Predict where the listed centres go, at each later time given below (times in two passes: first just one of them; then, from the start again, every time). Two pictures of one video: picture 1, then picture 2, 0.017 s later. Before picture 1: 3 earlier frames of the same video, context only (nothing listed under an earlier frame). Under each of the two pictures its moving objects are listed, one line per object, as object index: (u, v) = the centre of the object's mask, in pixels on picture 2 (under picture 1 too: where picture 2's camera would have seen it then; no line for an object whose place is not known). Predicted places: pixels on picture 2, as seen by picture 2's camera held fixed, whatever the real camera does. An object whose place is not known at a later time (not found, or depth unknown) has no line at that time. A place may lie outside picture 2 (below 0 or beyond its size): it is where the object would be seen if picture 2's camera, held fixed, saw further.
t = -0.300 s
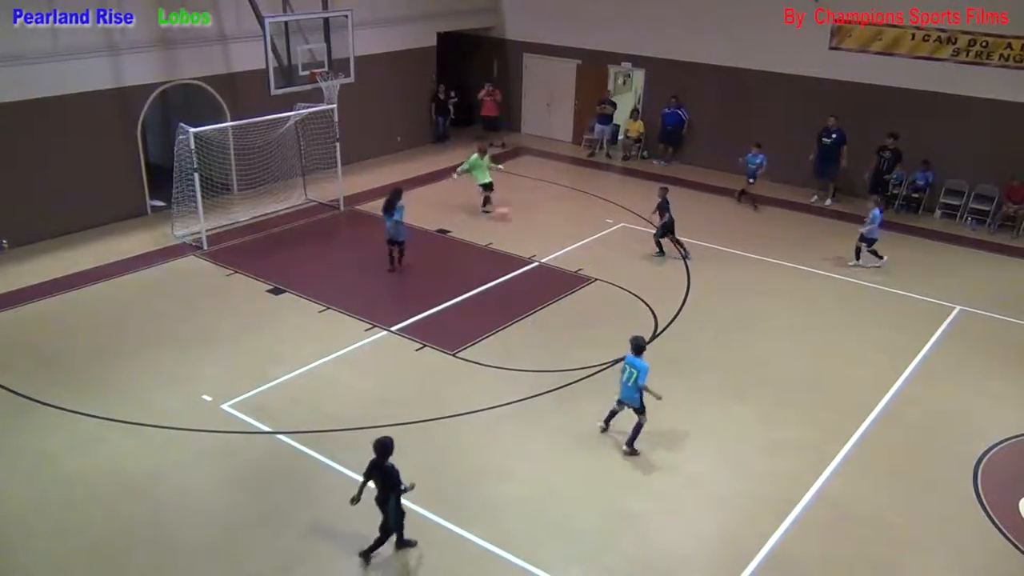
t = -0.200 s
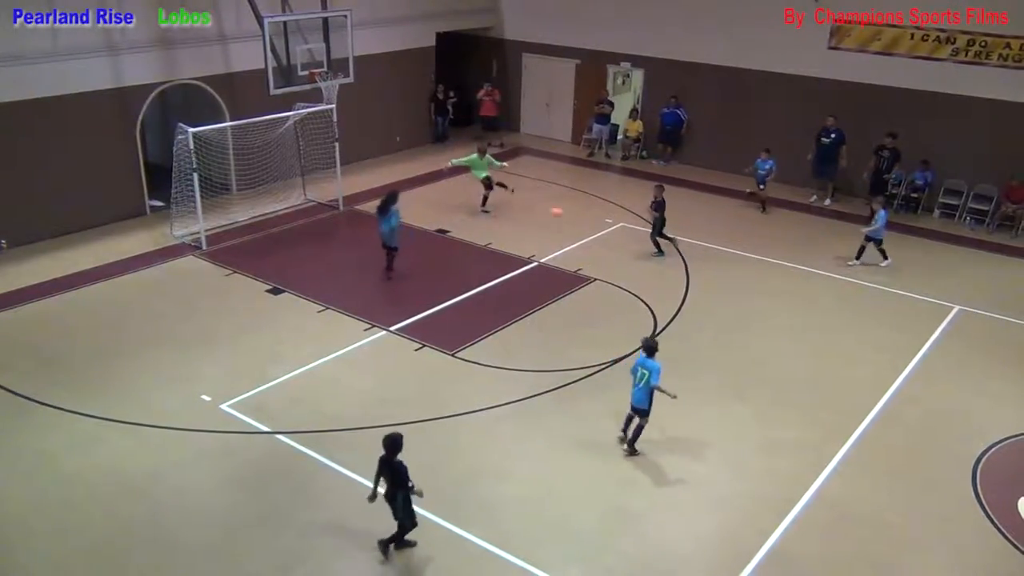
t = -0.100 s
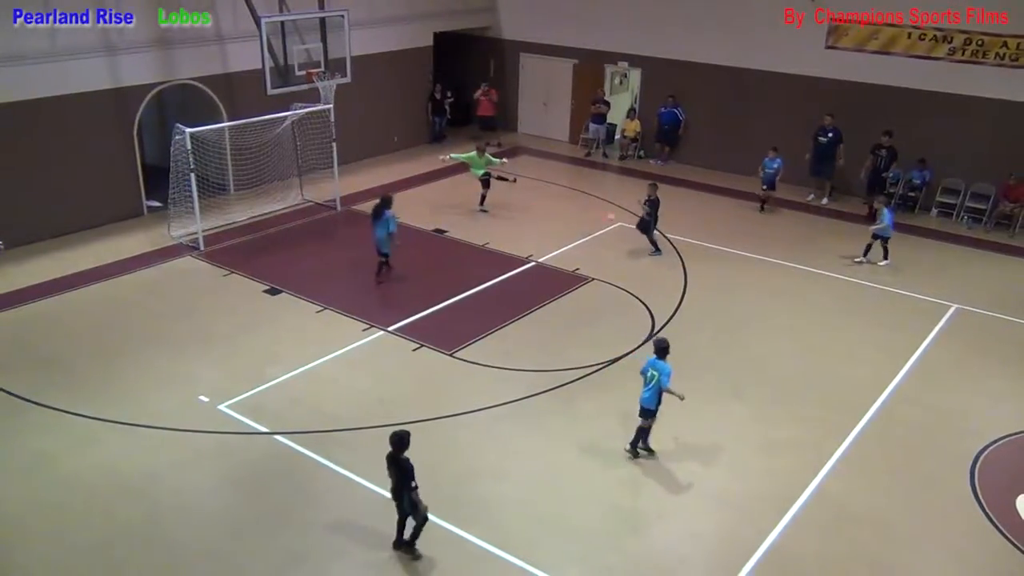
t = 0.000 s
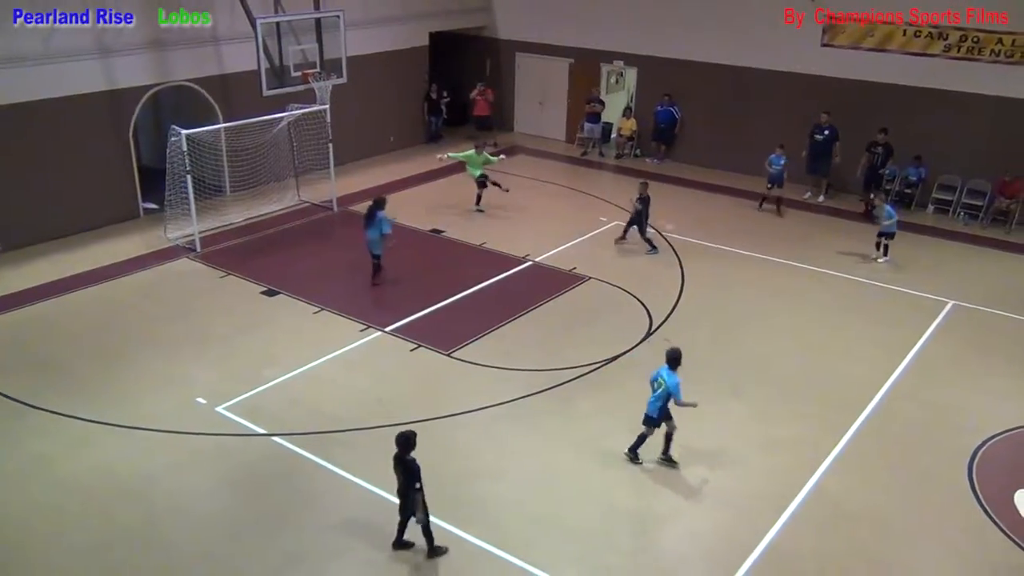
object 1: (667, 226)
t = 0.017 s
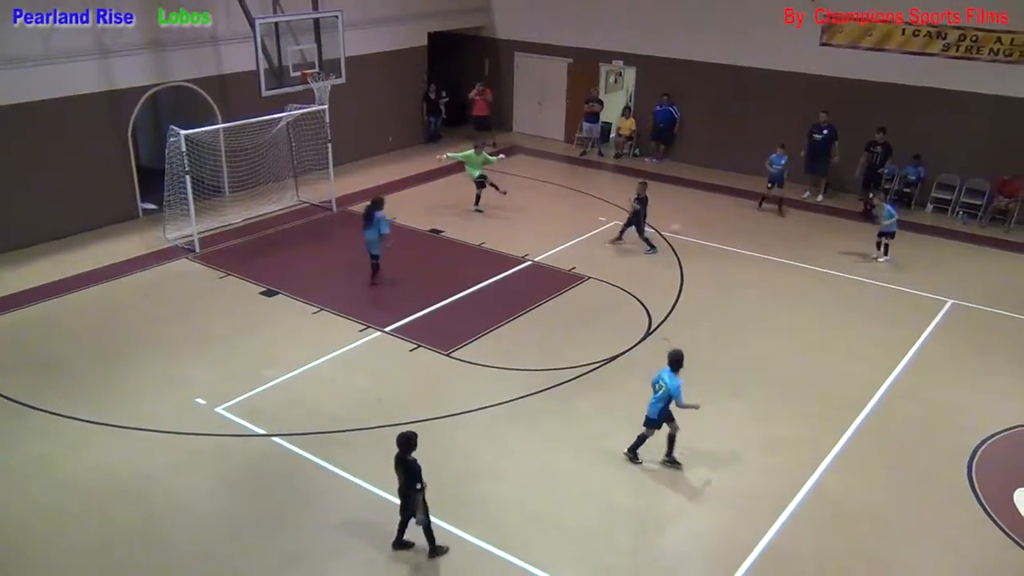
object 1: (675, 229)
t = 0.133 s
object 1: (744, 252)
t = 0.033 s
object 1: (686, 232)
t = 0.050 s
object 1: (695, 234)
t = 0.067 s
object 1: (705, 238)
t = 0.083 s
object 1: (714, 241)
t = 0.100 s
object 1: (727, 247)
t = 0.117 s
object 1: (735, 248)
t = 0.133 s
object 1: (744, 252)
